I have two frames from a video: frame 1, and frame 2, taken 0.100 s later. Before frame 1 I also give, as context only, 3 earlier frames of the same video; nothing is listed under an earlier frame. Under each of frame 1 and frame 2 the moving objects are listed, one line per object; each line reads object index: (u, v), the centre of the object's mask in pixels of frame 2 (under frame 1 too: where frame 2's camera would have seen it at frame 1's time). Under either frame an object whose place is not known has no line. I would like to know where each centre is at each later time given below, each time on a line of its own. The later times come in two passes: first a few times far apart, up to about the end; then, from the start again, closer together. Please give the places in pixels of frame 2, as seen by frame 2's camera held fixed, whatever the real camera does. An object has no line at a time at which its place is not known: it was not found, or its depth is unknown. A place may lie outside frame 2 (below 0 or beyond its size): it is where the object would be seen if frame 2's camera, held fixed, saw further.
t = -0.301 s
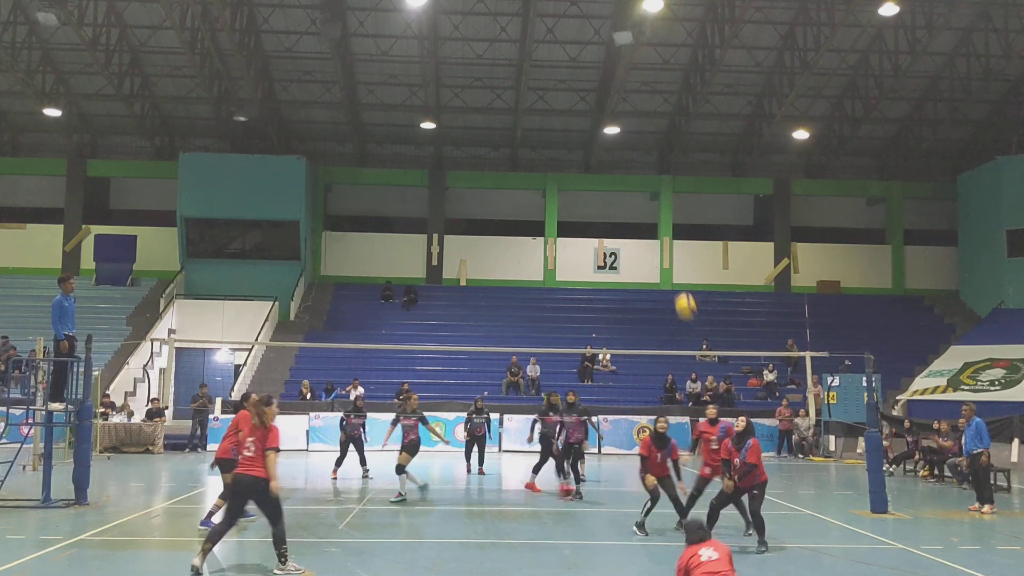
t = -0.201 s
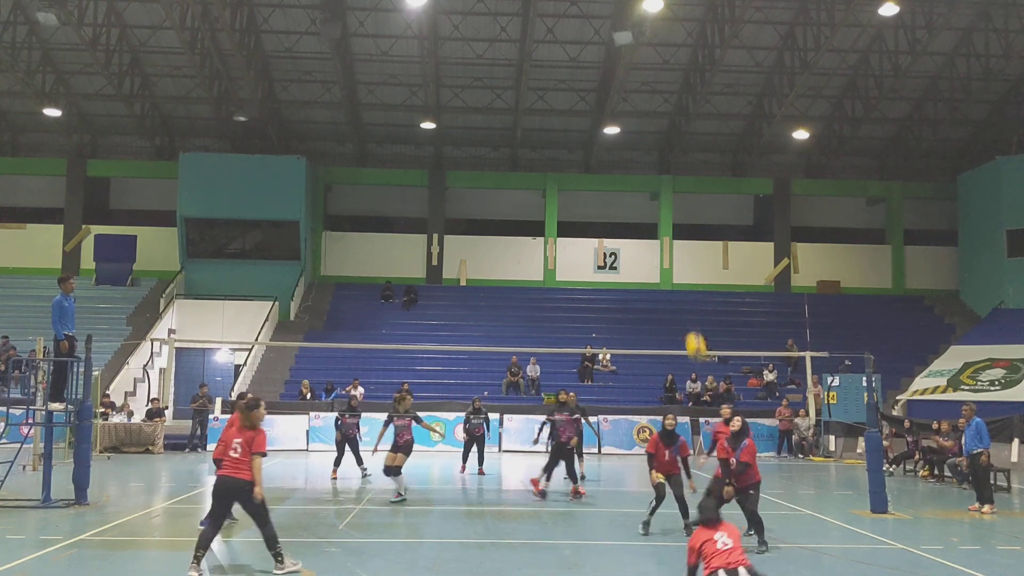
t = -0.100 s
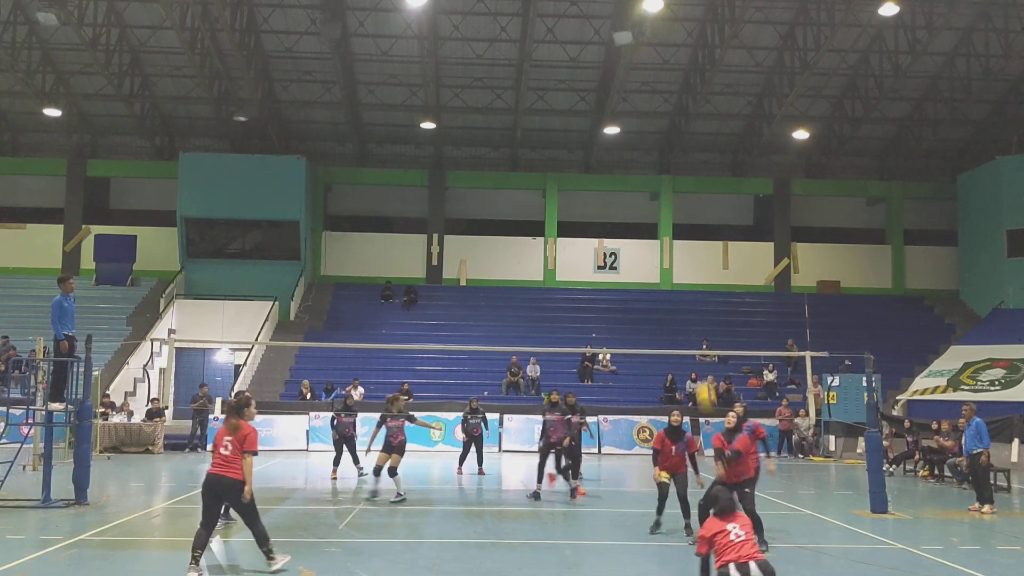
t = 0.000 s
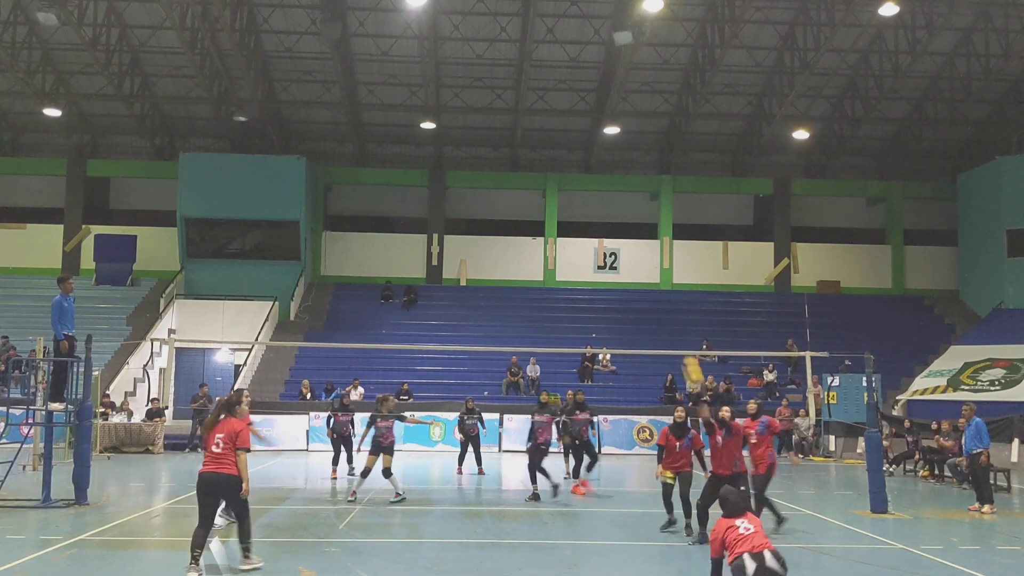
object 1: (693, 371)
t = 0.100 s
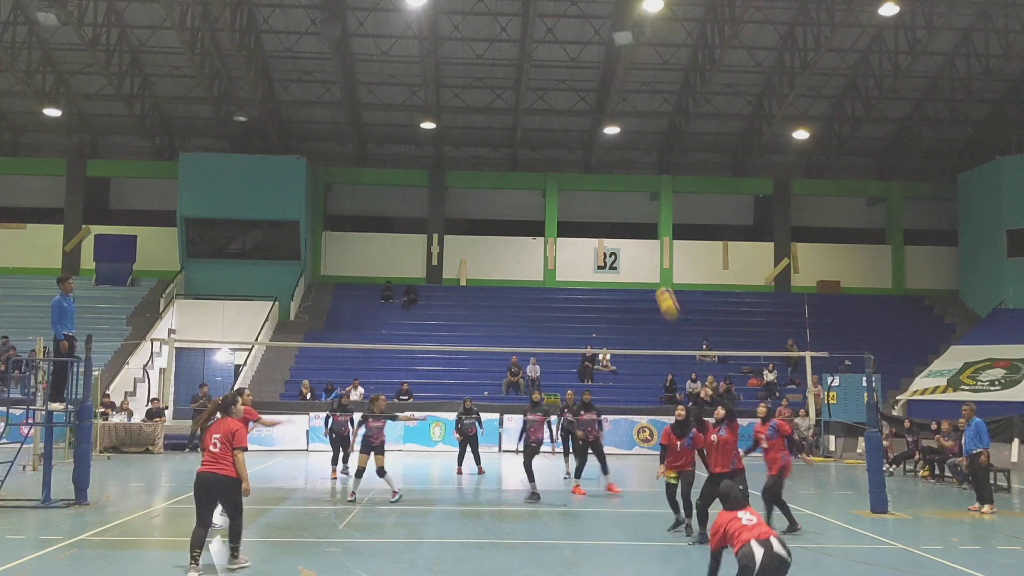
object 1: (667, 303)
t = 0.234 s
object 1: (636, 226)
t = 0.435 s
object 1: (590, 145)
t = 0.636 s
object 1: (547, 100)
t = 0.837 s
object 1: (504, 92)
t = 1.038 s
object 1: (462, 117)
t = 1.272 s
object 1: (414, 186)
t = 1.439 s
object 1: (381, 263)
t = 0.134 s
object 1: (661, 286)
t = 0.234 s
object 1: (636, 226)
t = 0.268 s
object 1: (629, 211)
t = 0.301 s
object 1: (620, 194)
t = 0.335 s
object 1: (613, 181)
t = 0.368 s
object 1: (606, 168)
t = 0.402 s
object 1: (598, 157)
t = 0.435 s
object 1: (590, 145)
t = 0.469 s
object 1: (583, 136)
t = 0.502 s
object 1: (576, 127)
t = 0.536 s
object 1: (568, 118)
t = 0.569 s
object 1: (562, 111)
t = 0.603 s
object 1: (554, 106)
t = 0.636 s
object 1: (547, 100)
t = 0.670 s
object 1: (540, 97)
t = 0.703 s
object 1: (532, 94)
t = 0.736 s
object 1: (525, 92)
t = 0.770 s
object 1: (518, 91)
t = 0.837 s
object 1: (504, 92)
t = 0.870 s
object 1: (497, 93)
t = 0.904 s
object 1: (490, 96)
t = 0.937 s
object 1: (483, 100)
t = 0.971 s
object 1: (476, 104)
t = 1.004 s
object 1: (469, 110)
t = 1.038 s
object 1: (462, 117)
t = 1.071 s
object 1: (455, 124)
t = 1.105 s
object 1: (448, 133)
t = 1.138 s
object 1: (441, 142)
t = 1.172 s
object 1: (434, 152)
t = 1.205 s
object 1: (428, 163)
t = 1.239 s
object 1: (421, 175)
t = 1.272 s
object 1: (414, 186)
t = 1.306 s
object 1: (407, 201)
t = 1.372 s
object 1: (395, 227)
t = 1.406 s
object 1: (387, 244)
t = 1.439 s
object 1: (381, 263)
